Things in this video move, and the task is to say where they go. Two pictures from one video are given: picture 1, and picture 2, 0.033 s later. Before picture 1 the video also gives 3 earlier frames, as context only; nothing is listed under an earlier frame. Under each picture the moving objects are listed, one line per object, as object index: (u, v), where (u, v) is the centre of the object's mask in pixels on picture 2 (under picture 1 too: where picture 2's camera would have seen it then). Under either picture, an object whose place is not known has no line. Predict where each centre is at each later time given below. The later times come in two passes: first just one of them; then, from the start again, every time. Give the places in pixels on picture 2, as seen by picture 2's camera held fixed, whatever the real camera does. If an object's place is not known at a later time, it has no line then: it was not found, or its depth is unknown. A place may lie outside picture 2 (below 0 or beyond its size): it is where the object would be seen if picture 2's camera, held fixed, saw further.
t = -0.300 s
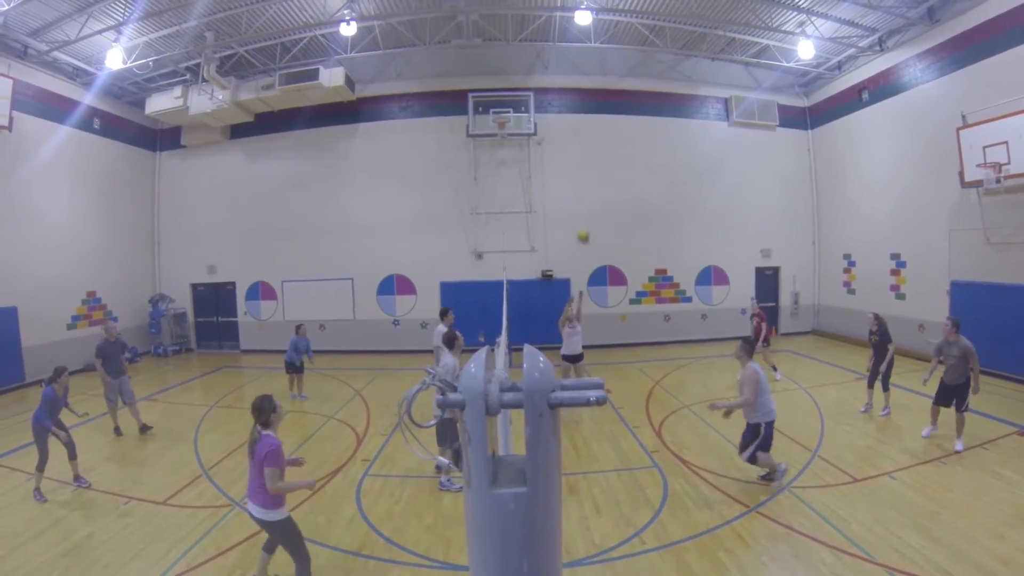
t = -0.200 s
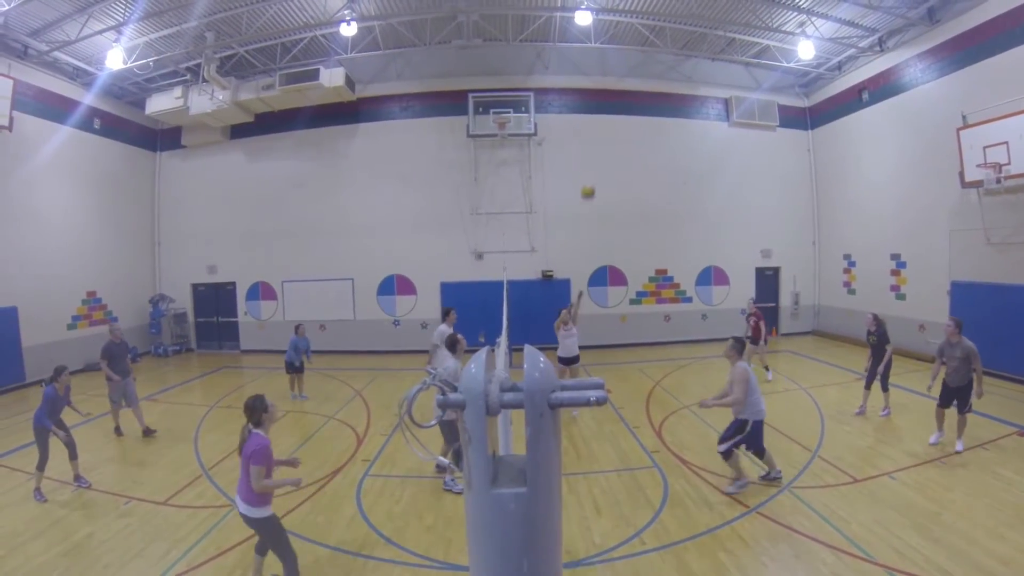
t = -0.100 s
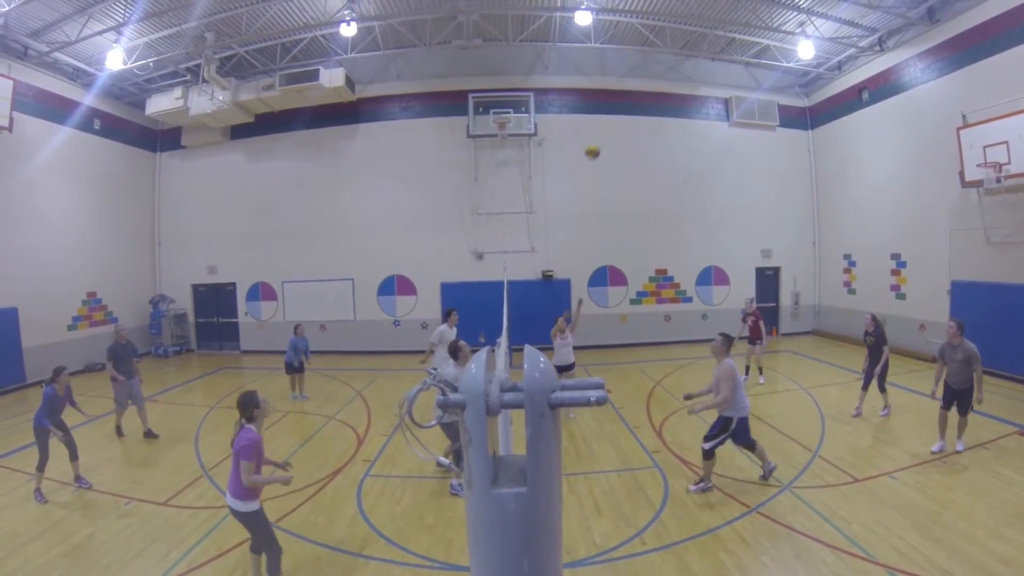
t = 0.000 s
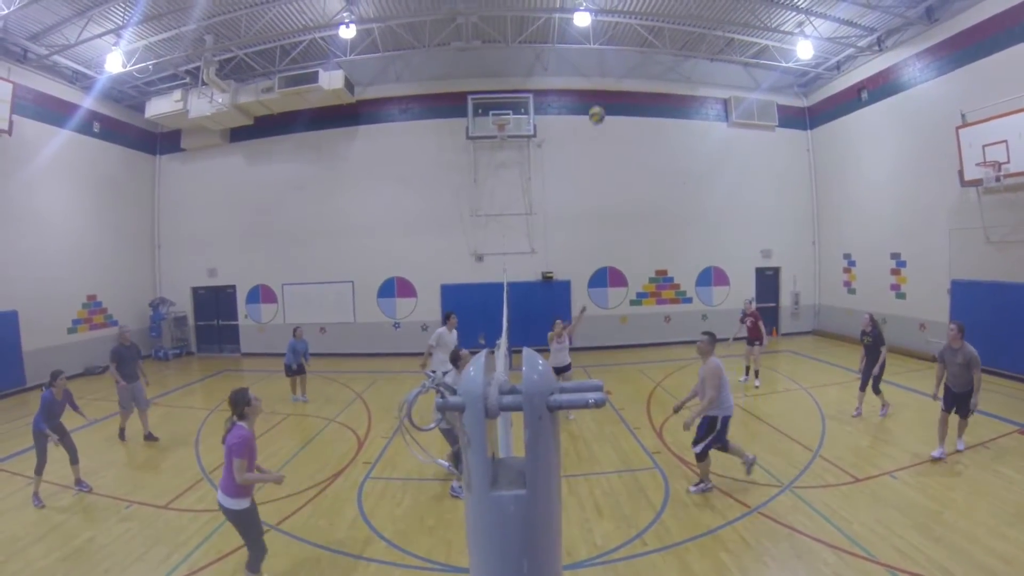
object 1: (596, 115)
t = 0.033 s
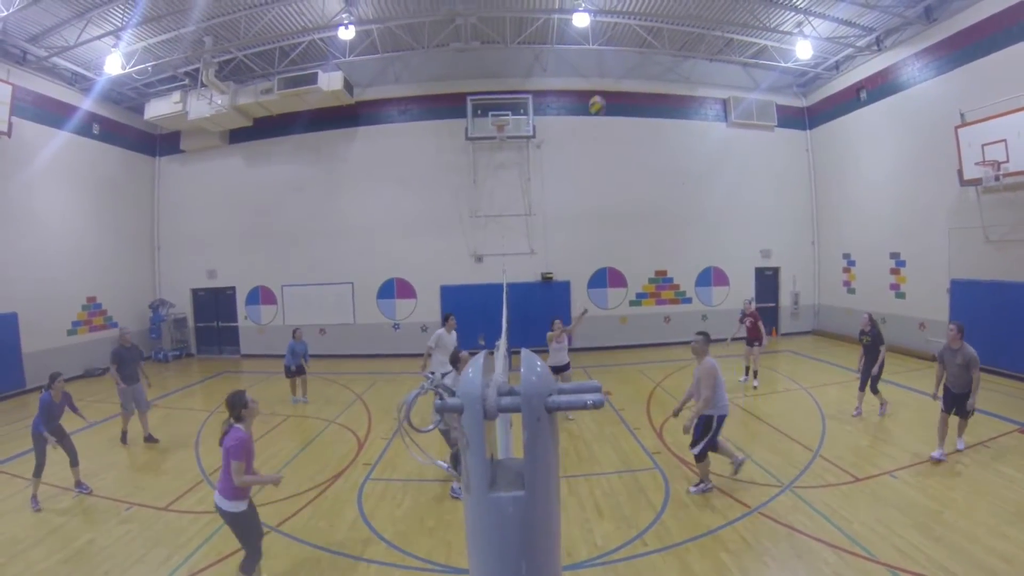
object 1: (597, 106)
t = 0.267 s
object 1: (610, 46)
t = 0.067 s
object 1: (598, 97)
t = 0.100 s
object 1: (600, 87)
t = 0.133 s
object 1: (602, 77)
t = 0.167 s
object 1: (603, 69)
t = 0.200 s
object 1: (605, 61)
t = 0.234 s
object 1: (607, 53)
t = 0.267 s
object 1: (610, 46)
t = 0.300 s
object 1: (612, 42)
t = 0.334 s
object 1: (614, 37)
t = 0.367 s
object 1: (617, 33)
